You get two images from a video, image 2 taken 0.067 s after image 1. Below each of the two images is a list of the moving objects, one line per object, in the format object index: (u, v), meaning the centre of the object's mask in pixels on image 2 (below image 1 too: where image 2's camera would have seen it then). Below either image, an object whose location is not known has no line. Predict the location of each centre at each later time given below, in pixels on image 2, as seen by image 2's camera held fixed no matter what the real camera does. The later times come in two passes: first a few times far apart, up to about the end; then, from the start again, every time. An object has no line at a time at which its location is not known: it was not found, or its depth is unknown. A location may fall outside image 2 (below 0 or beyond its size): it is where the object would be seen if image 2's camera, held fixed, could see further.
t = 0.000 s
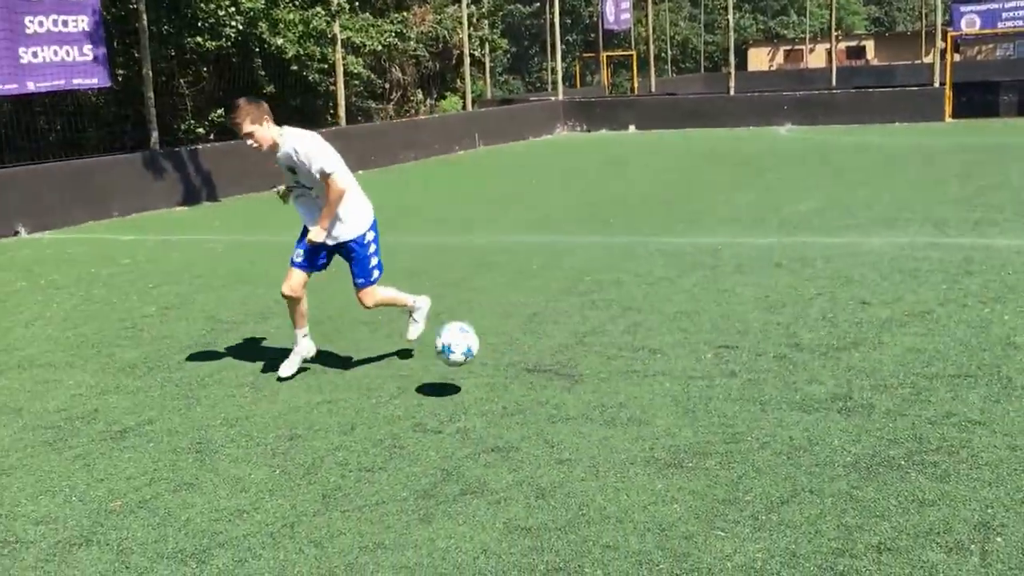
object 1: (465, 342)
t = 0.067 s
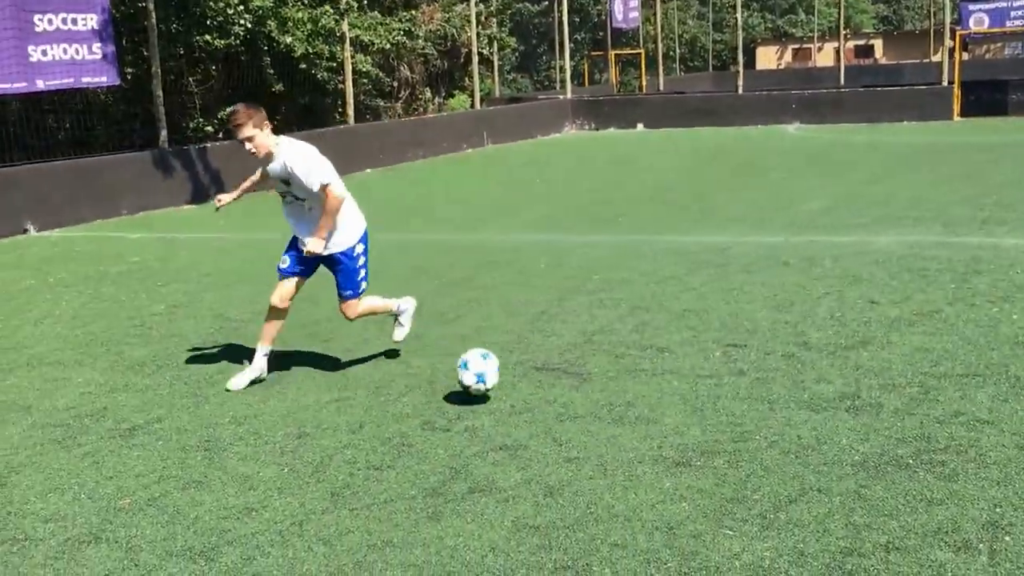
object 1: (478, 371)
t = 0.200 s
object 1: (503, 371)
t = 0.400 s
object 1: (548, 402)
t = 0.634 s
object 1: (605, 436)
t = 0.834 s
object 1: (662, 475)
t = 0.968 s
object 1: (705, 516)
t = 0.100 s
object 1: (485, 387)
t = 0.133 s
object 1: (490, 380)
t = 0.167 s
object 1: (497, 375)
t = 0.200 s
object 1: (503, 371)
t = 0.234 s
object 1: (510, 371)
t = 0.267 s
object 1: (518, 372)
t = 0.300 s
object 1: (525, 375)
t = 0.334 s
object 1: (532, 382)
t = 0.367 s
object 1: (540, 390)
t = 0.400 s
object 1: (548, 402)
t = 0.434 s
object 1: (557, 417)
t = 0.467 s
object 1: (565, 433)
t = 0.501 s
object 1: (572, 429)
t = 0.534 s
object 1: (580, 427)
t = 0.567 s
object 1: (588, 427)
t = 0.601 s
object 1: (597, 430)
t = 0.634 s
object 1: (605, 436)
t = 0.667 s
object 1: (615, 445)
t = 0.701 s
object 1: (625, 457)
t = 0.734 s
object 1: (635, 472)
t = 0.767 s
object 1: (643, 472)
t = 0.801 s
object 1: (652, 473)
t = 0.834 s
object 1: (662, 475)
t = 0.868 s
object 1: (672, 481)
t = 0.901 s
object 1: (682, 490)
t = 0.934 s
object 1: (694, 503)
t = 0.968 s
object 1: (705, 516)
